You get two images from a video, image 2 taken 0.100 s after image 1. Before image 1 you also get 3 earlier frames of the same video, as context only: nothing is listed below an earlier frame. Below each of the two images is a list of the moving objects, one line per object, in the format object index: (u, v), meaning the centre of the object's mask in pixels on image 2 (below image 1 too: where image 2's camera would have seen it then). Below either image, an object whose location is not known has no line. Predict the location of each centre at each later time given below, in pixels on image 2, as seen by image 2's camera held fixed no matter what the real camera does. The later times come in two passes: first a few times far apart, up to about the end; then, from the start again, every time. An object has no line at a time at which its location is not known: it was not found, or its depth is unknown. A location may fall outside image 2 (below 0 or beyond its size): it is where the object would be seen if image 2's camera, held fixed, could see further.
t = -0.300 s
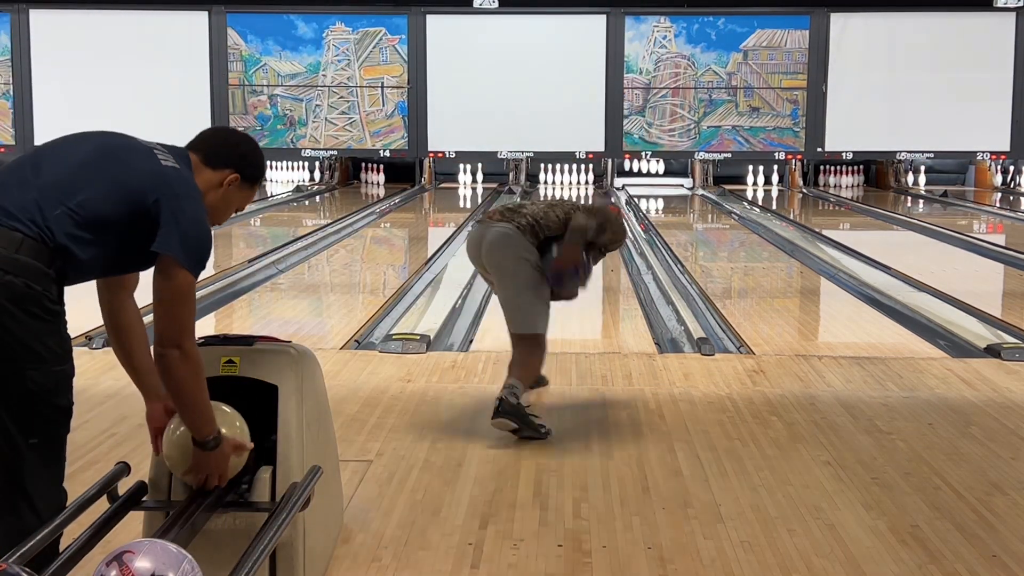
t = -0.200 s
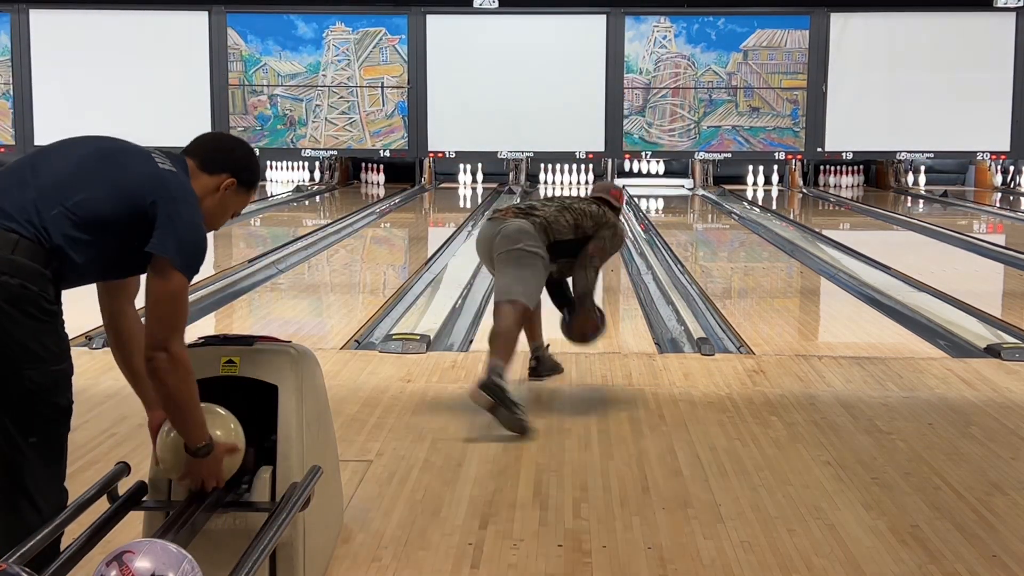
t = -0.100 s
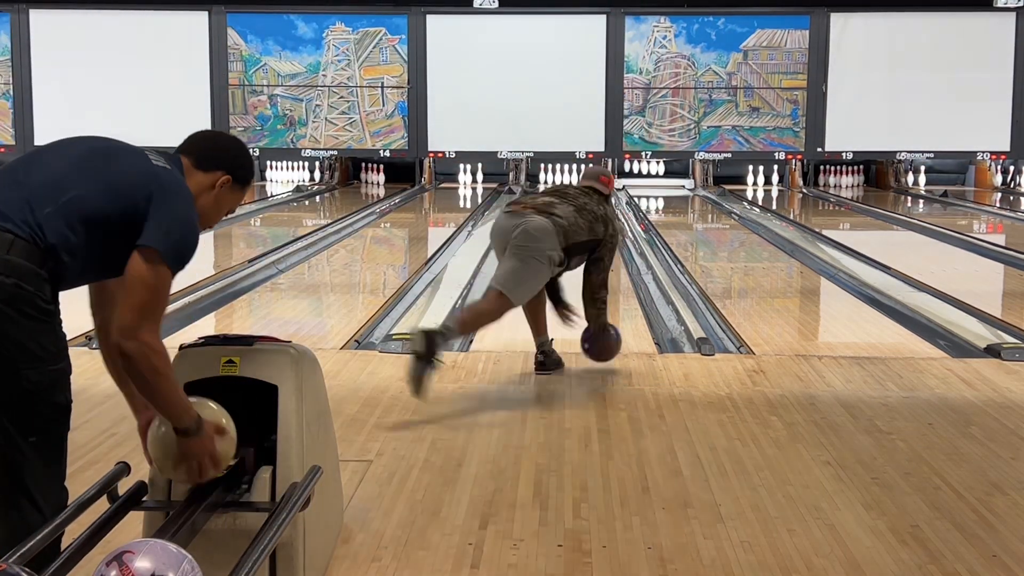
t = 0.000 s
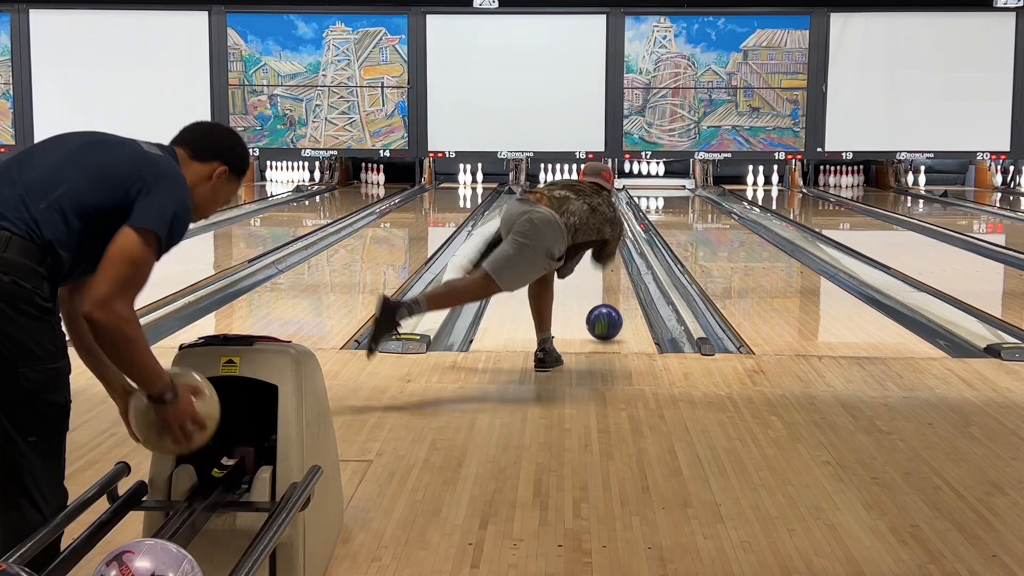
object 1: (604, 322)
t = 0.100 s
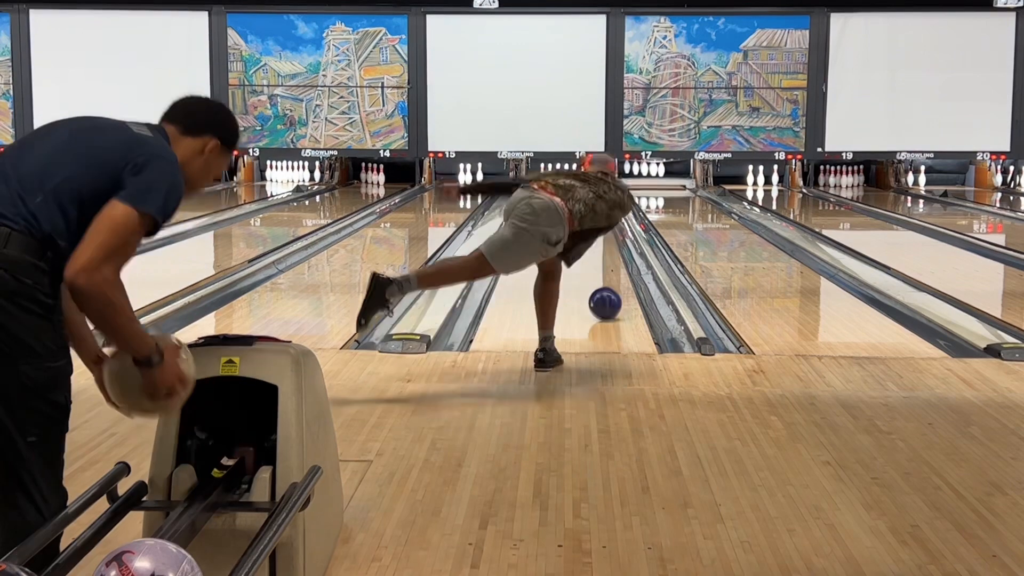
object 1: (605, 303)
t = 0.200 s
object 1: (606, 286)
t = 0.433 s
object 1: (606, 257)
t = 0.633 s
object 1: (607, 240)
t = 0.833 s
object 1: (606, 228)
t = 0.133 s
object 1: (605, 297)
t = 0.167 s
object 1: (605, 292)
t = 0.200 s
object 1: (606, 286)
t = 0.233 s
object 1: (606, 282)
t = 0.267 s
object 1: (606, 277)
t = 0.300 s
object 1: (606, 273)
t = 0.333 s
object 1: (606, 268)
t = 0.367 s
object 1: (606, 264)
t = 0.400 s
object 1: (606, 261)
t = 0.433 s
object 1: (606, 257)
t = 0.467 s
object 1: (606, 254)
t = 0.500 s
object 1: (606, 250)
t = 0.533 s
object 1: (606, 247)
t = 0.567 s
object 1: (607, 244)
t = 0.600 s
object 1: (607, 242)
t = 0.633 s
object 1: (607, 240)
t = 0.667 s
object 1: (607, 237)
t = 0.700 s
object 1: (607, 236)
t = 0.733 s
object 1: (607, 234)
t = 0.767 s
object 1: (606, 232)
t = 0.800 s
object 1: (607, 230)
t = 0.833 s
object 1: (606, 228)
